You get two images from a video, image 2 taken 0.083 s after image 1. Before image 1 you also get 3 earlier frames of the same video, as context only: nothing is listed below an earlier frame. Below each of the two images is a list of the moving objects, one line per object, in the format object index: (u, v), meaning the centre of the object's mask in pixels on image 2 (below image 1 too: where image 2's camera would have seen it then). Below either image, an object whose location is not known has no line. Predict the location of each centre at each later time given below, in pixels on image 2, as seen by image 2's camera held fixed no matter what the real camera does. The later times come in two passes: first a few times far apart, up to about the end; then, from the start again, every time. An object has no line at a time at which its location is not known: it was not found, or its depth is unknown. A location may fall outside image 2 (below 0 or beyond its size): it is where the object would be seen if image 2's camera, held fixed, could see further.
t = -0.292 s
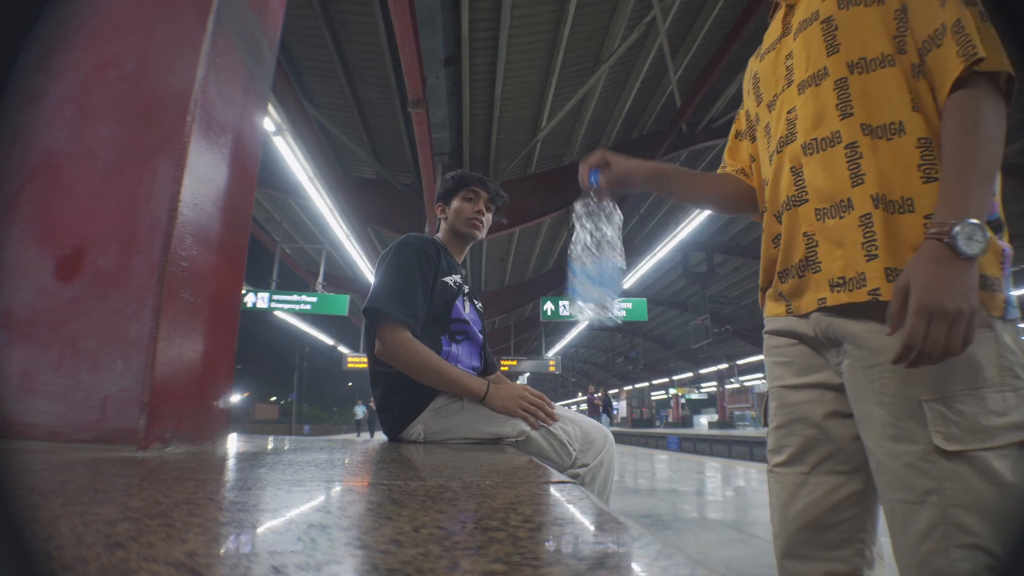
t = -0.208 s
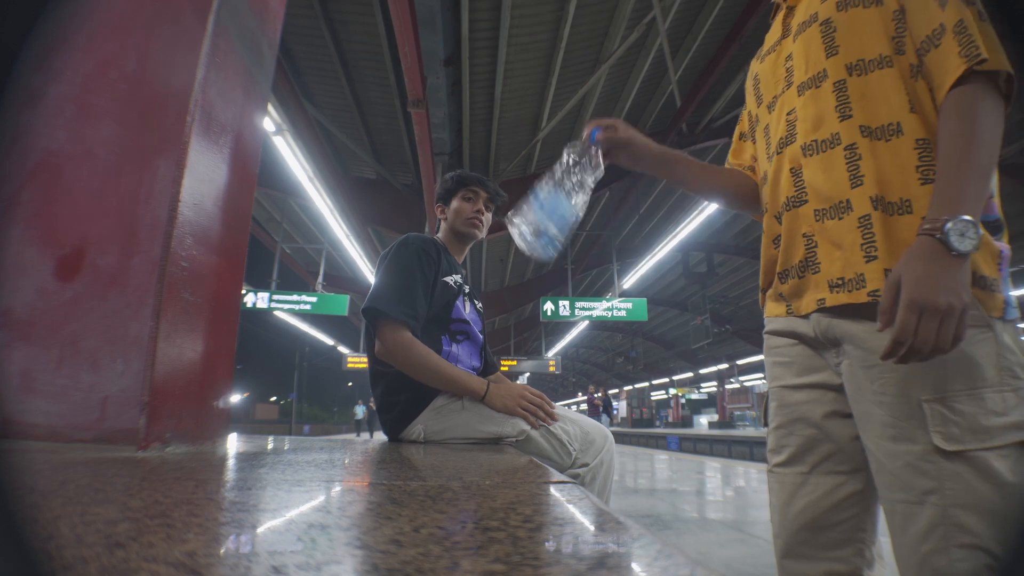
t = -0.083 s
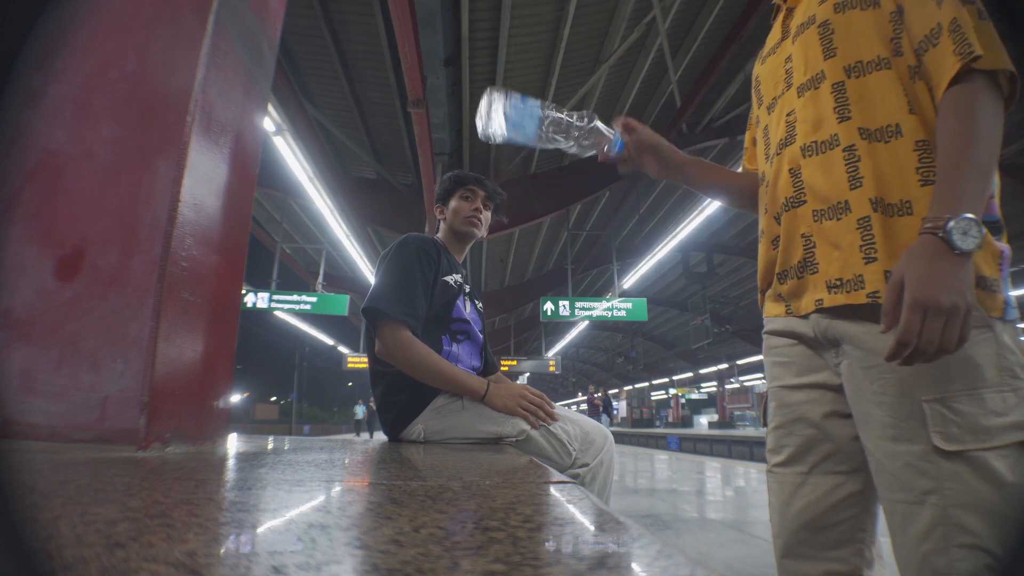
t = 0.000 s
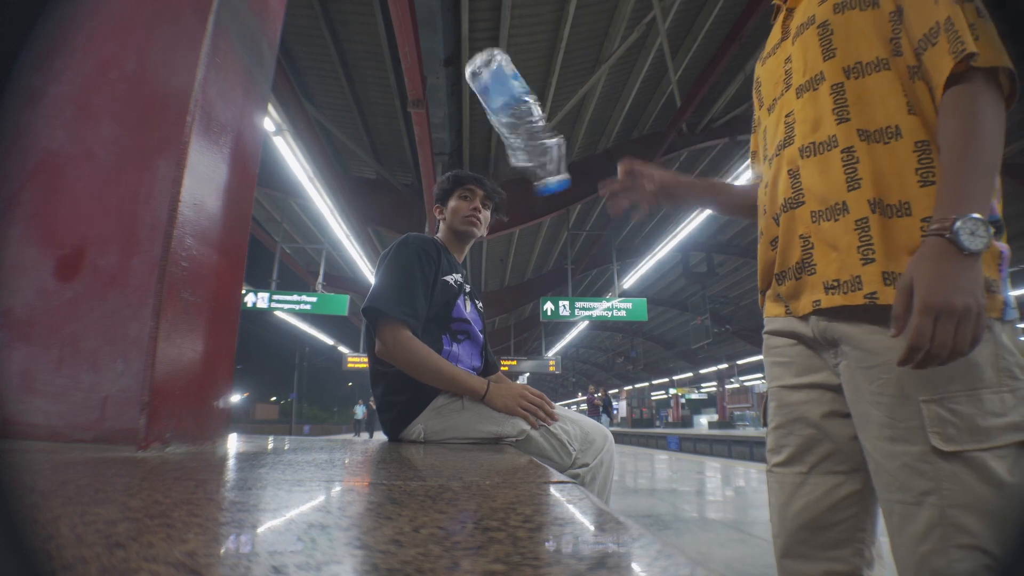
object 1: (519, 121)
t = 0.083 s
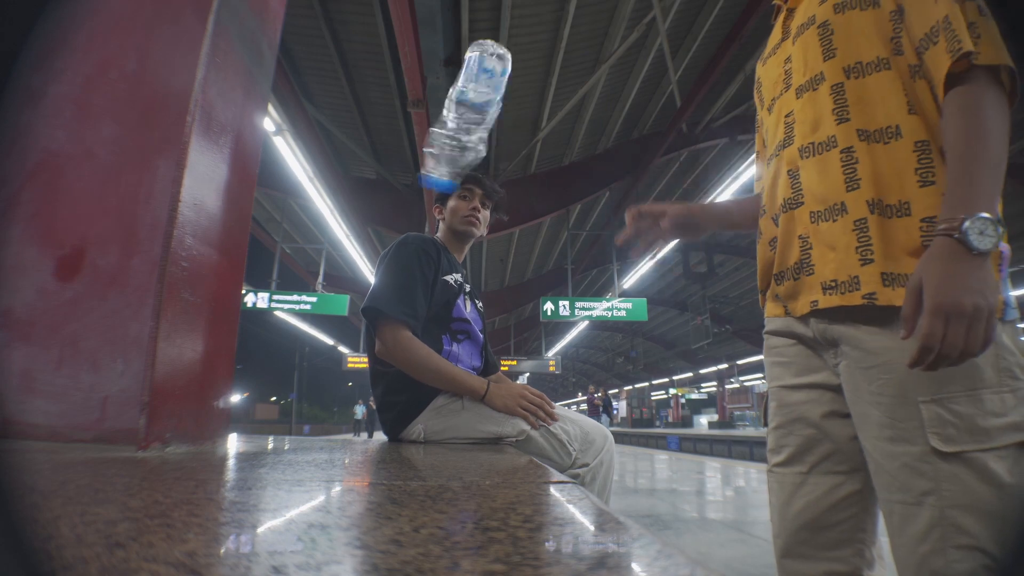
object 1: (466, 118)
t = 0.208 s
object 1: (424, 130)
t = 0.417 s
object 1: (433, 368)
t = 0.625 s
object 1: (457, 382)
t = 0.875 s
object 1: (493, 428)
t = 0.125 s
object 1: (444, 113)
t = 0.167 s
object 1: (431, 116)
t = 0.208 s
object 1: (424, 130)
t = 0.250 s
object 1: (421, 159)
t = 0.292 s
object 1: (418, 205)
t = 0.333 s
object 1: (421, 276)
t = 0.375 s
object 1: (421, 358)
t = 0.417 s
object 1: (433, 368)
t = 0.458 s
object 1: (437, 369)
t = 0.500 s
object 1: (439, 371)
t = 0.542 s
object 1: (442, 372)
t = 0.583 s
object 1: (448, 376)
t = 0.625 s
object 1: (457, 382)
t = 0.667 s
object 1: (466, 395)
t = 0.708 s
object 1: (478, 415)
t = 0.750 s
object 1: (485, 426)
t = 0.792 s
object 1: (488, 425)
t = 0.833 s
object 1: (493, 429)
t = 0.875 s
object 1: (493, 428)
